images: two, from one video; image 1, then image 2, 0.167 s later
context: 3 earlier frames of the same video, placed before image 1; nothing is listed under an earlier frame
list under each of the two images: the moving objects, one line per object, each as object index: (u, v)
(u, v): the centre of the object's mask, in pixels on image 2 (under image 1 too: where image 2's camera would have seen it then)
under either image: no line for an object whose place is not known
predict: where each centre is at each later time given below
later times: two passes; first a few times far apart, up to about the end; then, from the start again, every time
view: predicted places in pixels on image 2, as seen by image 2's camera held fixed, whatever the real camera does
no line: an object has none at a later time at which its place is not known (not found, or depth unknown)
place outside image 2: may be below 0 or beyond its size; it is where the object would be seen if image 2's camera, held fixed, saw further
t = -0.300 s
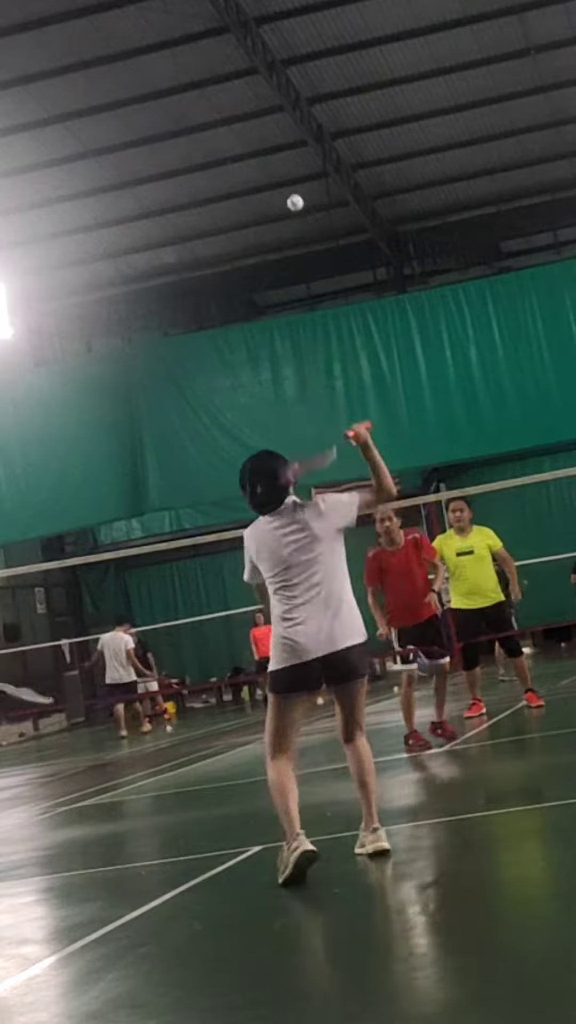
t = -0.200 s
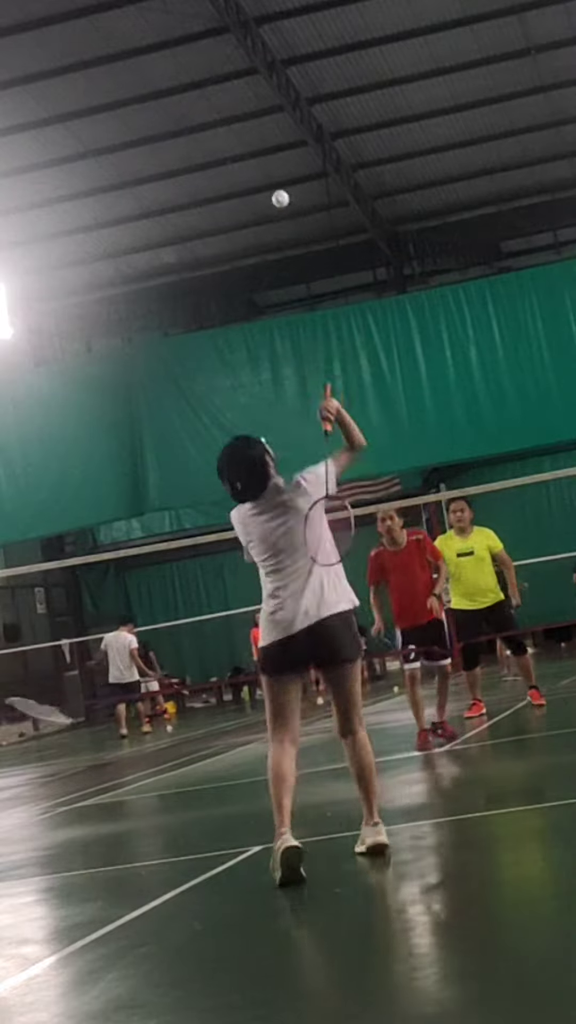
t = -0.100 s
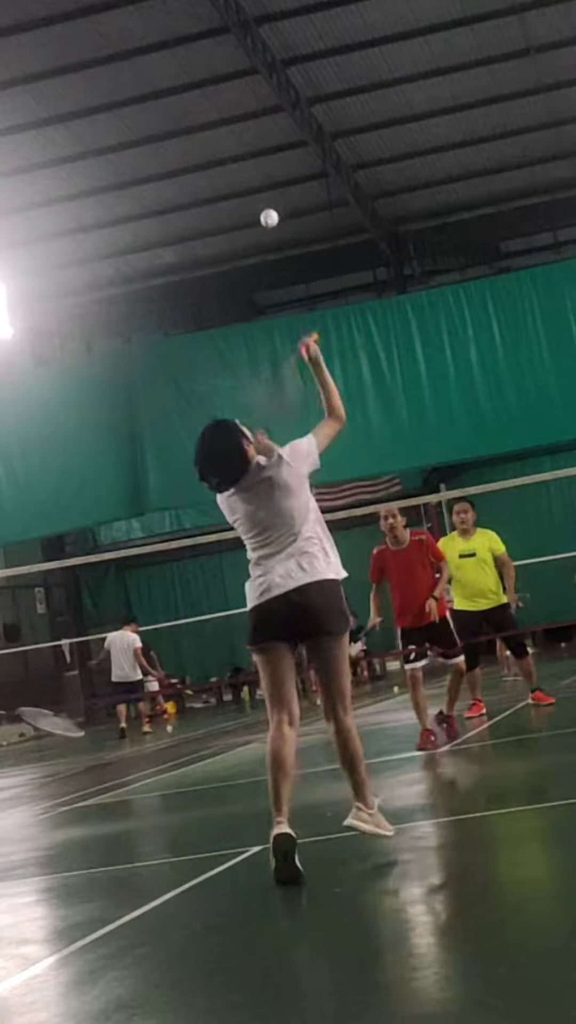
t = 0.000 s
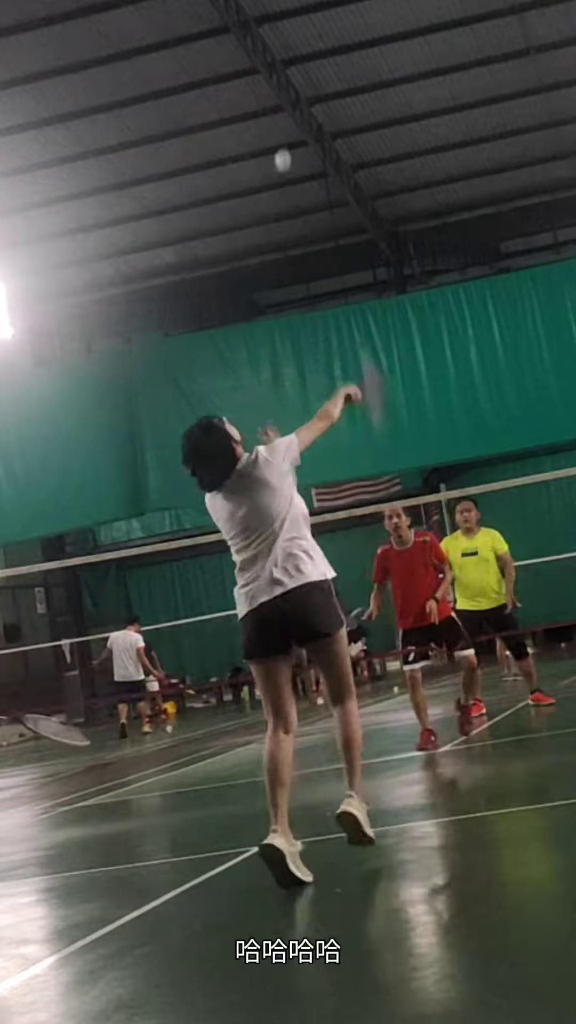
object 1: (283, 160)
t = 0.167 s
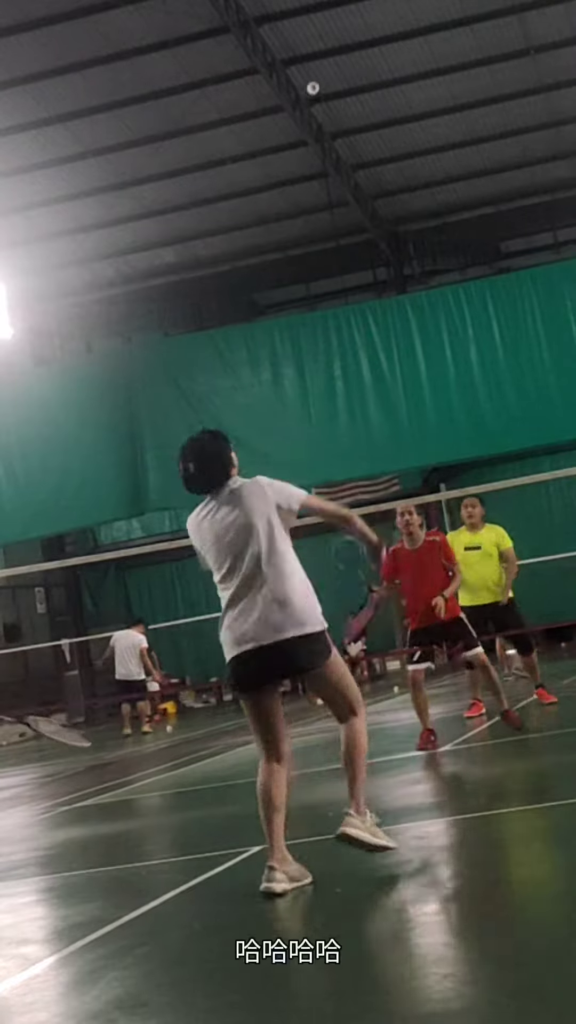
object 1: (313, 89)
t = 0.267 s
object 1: (322, 84)
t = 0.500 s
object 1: (342, 121)
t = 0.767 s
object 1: (369, 213)
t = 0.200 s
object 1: (316, 85)
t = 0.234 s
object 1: (319, 84)
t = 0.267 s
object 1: (322, 84)
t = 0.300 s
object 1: (324, 87)
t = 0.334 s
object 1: (328, 89)
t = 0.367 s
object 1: (330, 94)
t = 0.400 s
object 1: (333, 100)
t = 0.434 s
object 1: (336, 106)
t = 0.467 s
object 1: (339, 113)
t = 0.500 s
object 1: (342, 121)
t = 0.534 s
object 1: (345, 131)
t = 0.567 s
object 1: (348, 140)
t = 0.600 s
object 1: (352, 151)
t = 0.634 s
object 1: (355, 162)
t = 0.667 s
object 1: (358, 174)
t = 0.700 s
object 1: (362, 186)
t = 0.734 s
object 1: (366, 199)
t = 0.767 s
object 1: (369, 213)
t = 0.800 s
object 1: (373, 227)
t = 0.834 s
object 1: (377, 241)
